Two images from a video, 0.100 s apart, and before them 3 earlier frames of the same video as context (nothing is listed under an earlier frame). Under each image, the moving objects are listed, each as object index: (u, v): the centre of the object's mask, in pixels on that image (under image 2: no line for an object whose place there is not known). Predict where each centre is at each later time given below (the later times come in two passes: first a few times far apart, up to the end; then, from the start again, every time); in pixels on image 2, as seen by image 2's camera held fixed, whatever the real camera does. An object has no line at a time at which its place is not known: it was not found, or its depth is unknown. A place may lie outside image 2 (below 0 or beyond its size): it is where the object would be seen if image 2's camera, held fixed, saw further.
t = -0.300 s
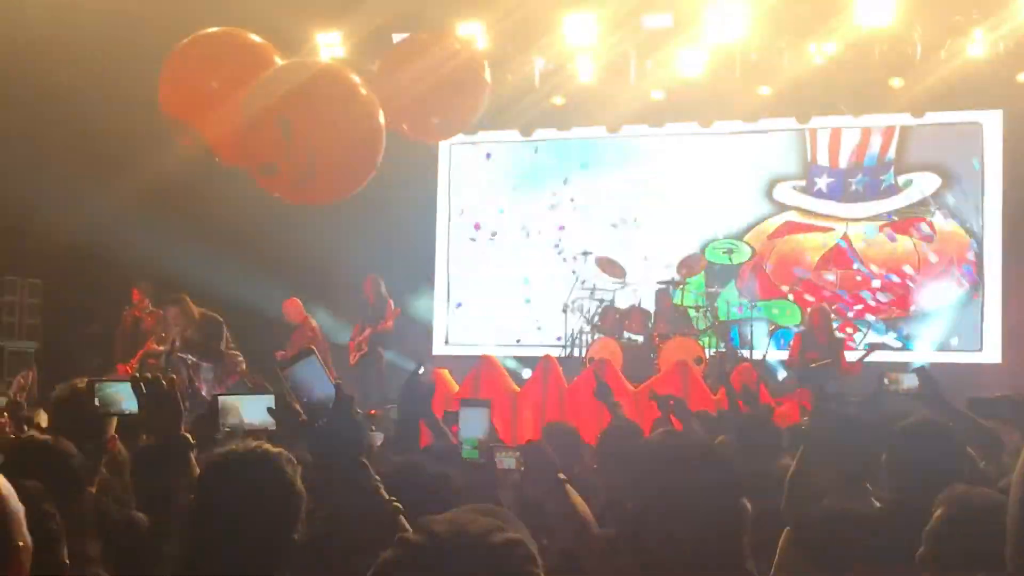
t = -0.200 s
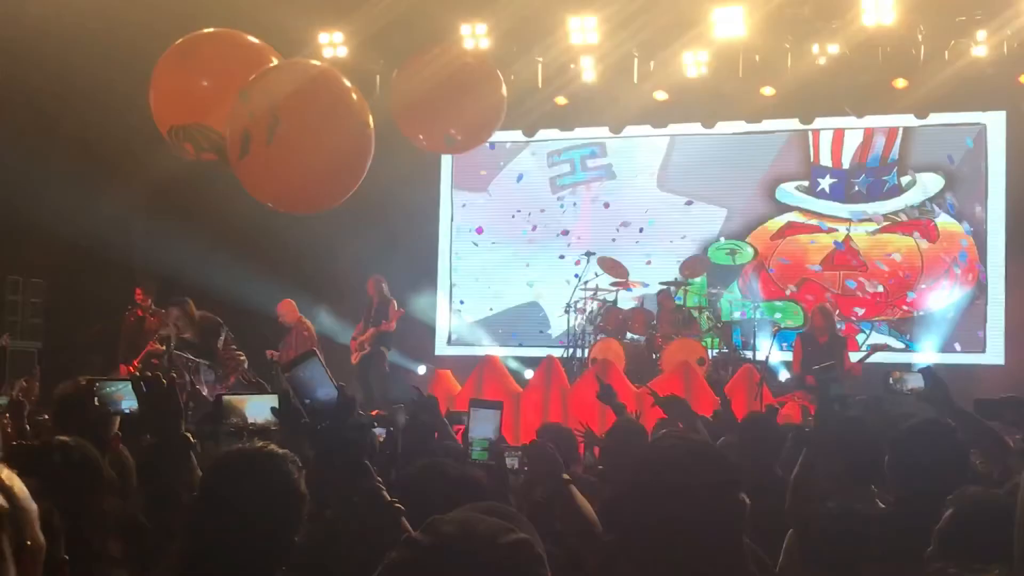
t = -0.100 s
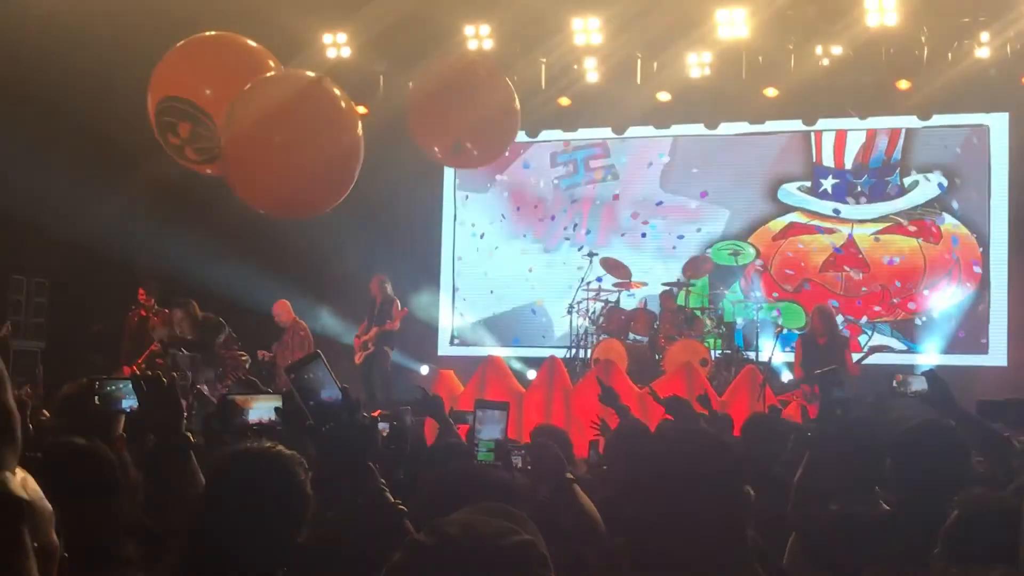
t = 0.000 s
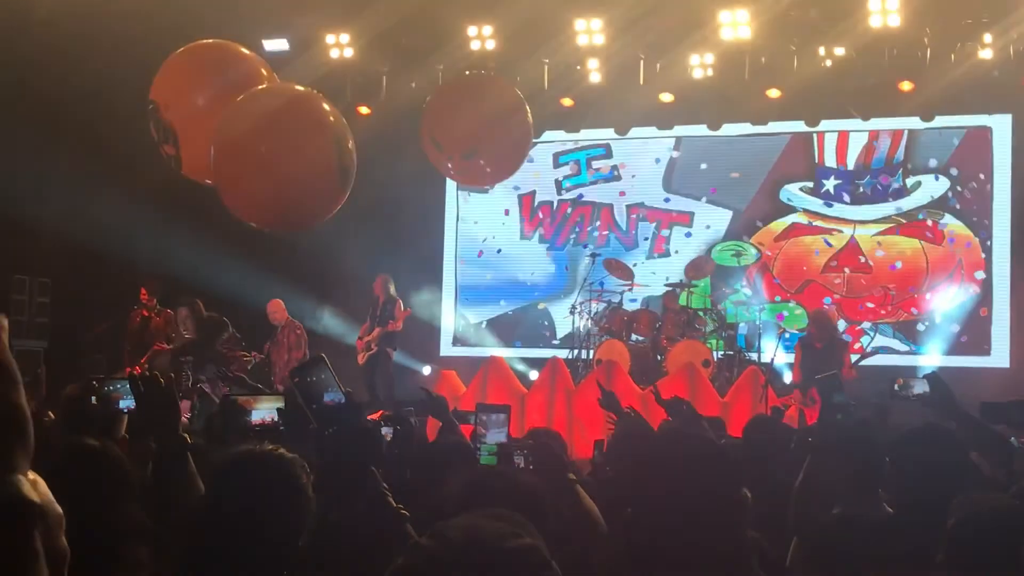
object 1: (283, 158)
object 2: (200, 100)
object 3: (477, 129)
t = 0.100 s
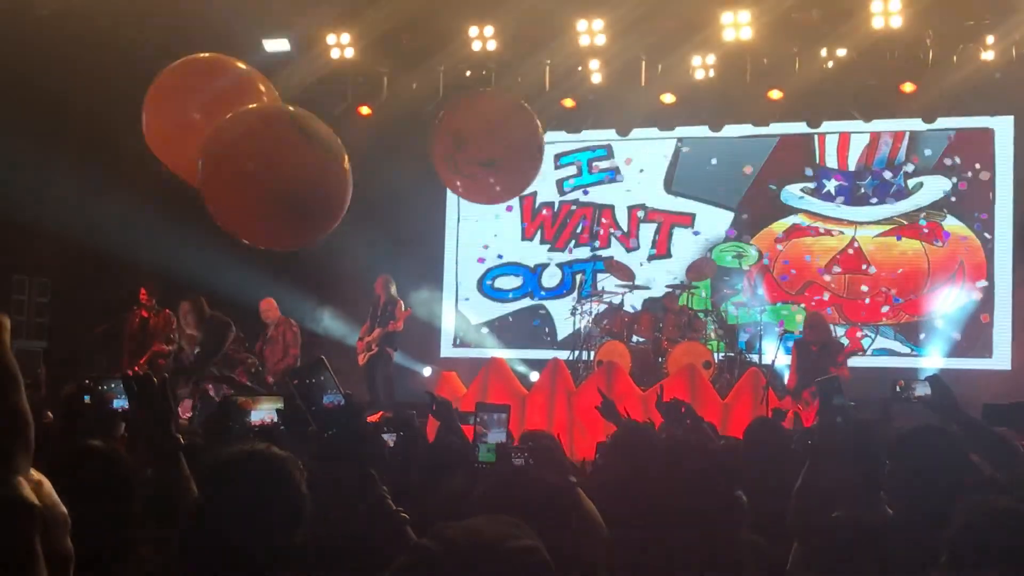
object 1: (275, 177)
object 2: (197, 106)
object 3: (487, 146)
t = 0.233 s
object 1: (267, 205)
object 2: (196, 125)
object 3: (499, 171)
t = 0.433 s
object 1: (271, 229)
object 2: (188, 160)
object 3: (514, 212)
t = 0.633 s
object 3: (525, 259)
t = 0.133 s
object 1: (273, 184)
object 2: (197, 111)
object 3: (491, 153)
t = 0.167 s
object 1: (271, 191)
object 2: (197, 116)
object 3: (493, 159)
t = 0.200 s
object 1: (269, 198)
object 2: (197, 121)
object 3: (496, 165)
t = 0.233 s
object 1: (267, 205)
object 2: (196, 125)
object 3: (499, 171)
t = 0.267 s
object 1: (266, 212)
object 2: (195, 129)
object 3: (502, 178)
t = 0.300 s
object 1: (264, 221)
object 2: (194, 135)
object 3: (505, 185)
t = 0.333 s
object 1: (263, 228)
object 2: (193, 140)
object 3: (507, 191)
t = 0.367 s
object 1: (262, 236)
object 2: (193, 146)
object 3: (509, 198)
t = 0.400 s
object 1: (265, 237)
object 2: (192, 153)
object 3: (510, 202)
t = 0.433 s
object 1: (271, 229)
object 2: (188, 160)
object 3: (514, 212)
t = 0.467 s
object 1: (276, 223)
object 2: (186, 170)
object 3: (517, 220)
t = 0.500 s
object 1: (281, 217)
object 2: (183, 179)
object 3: (519, 228)
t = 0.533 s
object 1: (287, 212)
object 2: (183, 188)
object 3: (521, 235)
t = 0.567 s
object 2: (182, 198)
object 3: (522, 243)
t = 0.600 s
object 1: (300, 205)
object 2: (186, 207)
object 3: (524, 251)
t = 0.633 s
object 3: (525, 259)
